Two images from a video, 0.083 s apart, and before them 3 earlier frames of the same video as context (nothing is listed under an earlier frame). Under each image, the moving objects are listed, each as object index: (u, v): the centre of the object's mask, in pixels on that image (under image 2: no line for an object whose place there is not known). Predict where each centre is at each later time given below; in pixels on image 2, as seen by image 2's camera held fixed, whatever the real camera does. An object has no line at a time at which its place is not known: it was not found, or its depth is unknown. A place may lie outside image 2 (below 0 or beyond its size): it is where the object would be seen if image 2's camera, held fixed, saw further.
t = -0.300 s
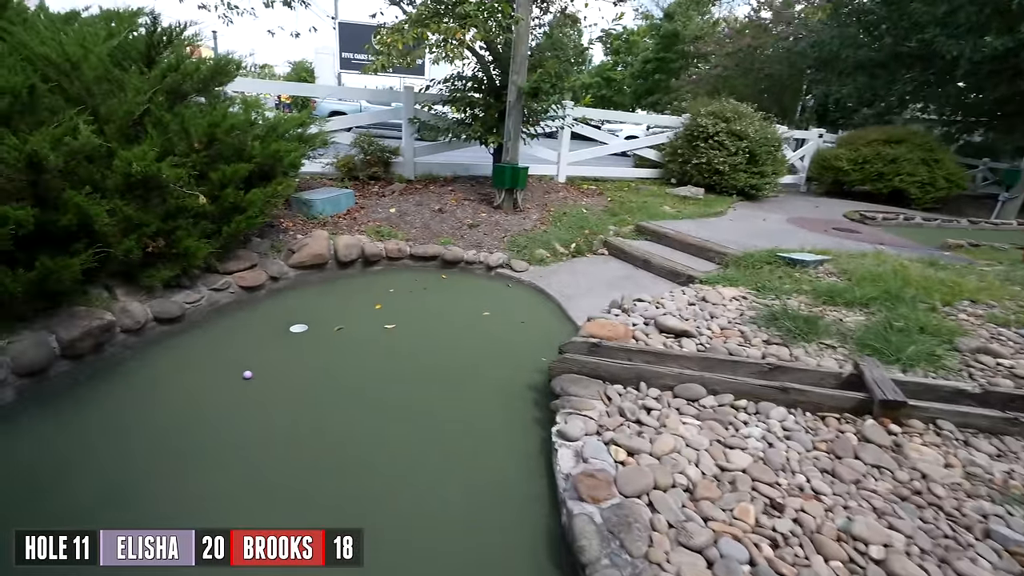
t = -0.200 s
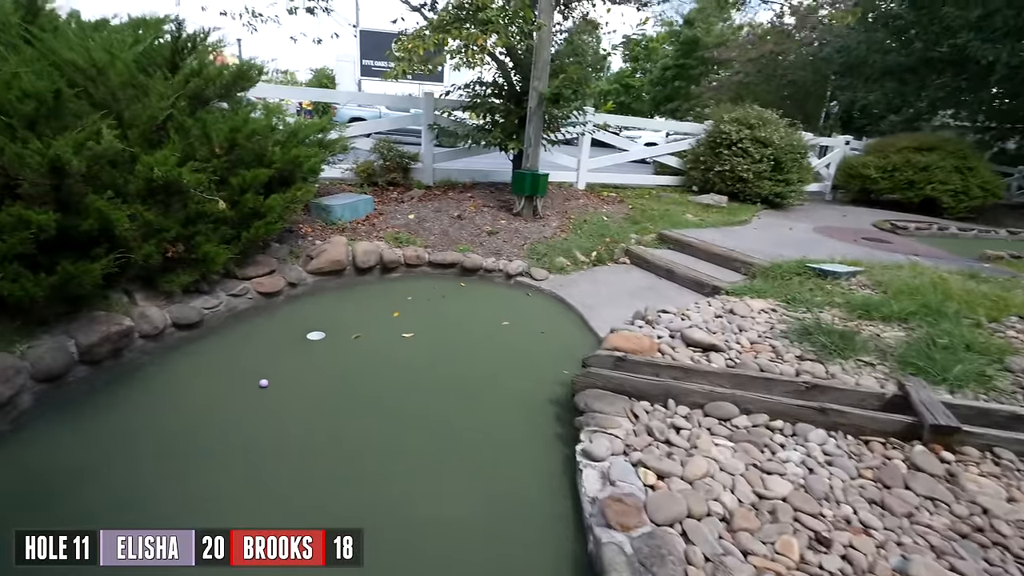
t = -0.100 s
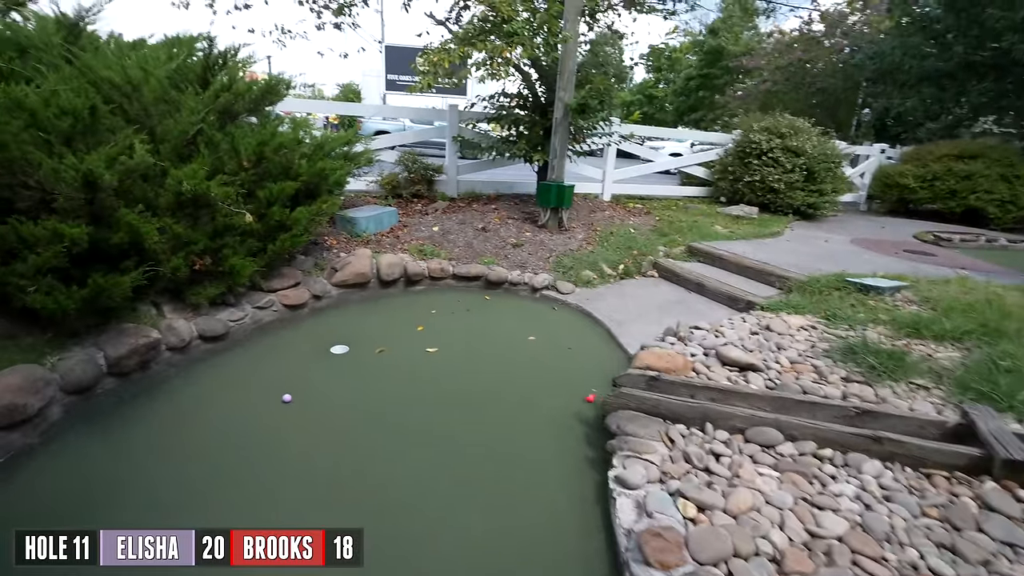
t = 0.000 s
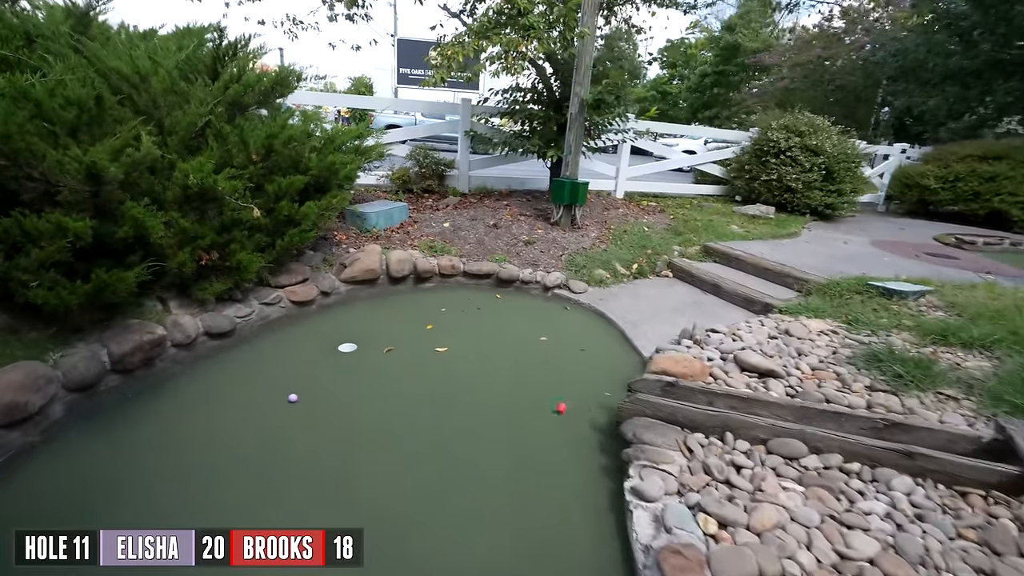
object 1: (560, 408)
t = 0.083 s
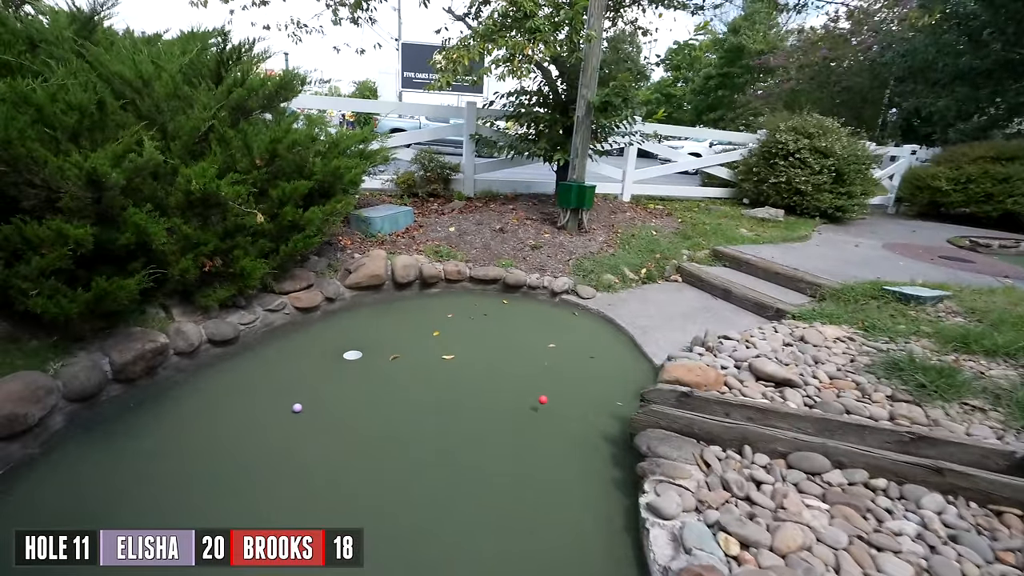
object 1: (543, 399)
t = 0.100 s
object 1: (537, 397)
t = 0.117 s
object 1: (532, 394)
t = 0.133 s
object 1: (526, 392)
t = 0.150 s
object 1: (520, 391)
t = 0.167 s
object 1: (515, 390)
